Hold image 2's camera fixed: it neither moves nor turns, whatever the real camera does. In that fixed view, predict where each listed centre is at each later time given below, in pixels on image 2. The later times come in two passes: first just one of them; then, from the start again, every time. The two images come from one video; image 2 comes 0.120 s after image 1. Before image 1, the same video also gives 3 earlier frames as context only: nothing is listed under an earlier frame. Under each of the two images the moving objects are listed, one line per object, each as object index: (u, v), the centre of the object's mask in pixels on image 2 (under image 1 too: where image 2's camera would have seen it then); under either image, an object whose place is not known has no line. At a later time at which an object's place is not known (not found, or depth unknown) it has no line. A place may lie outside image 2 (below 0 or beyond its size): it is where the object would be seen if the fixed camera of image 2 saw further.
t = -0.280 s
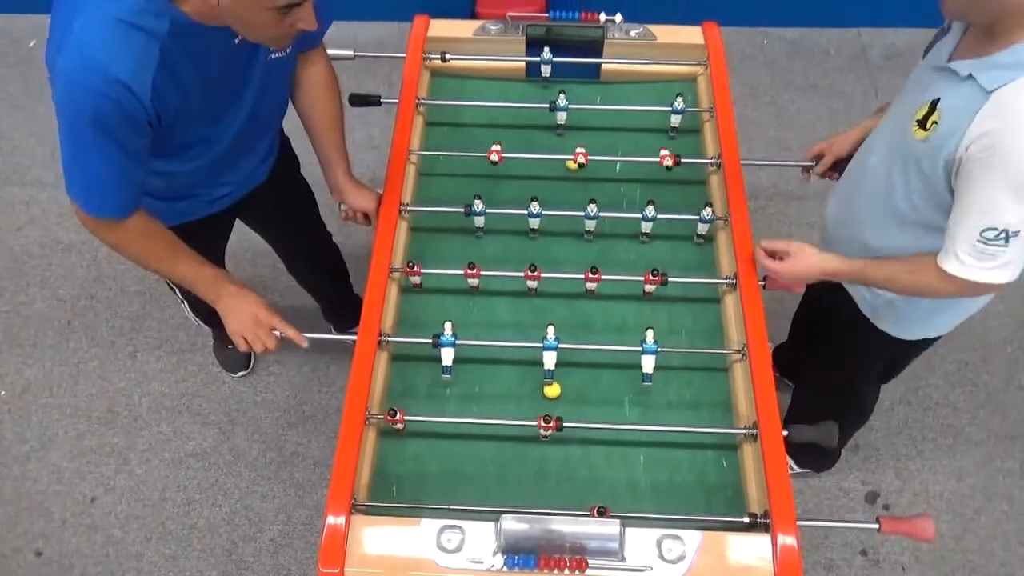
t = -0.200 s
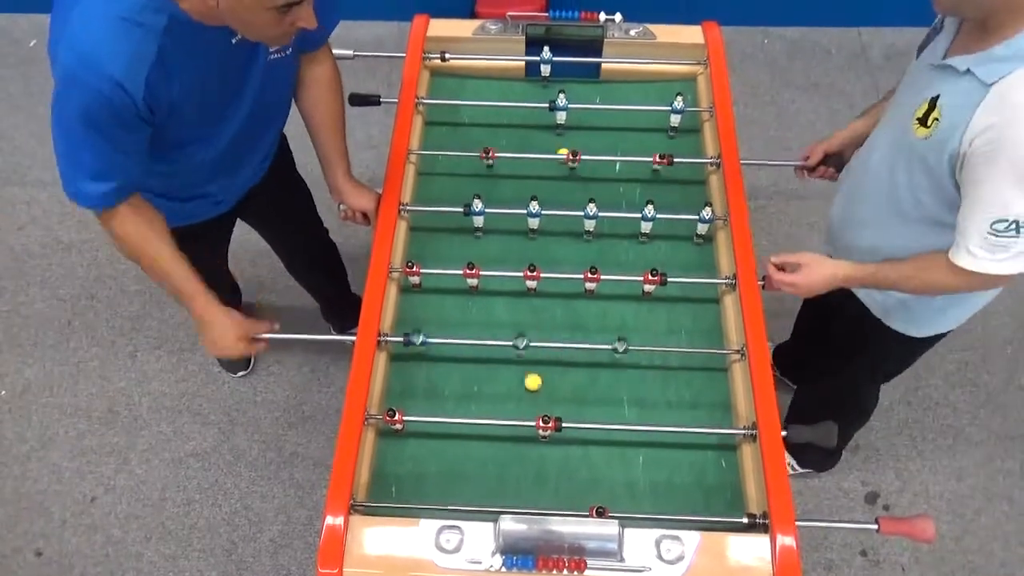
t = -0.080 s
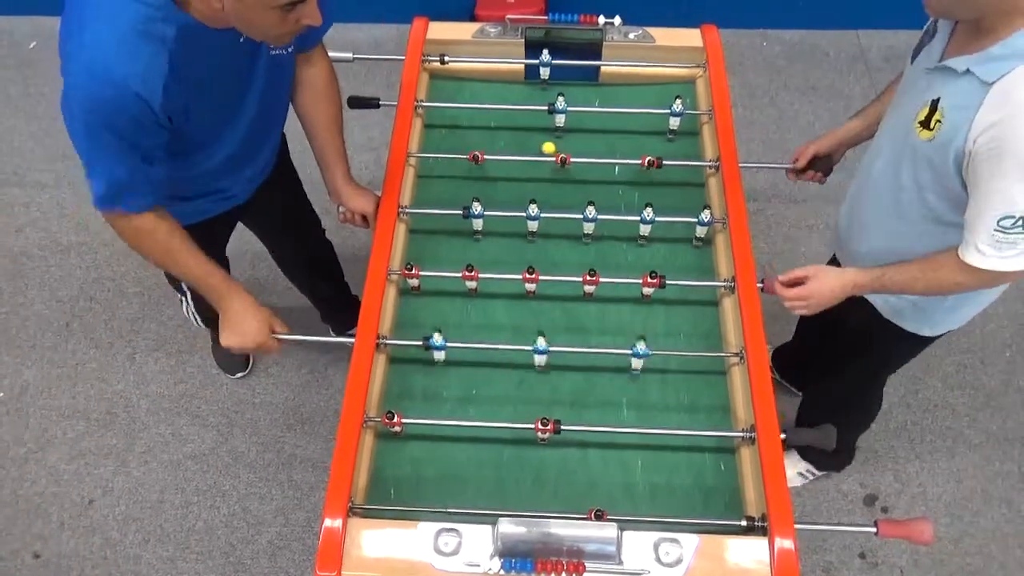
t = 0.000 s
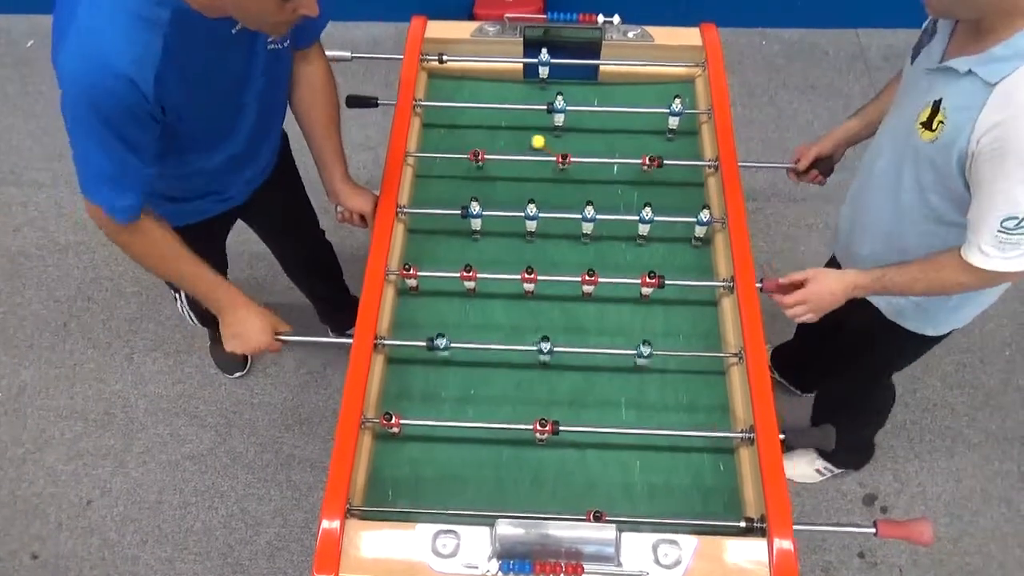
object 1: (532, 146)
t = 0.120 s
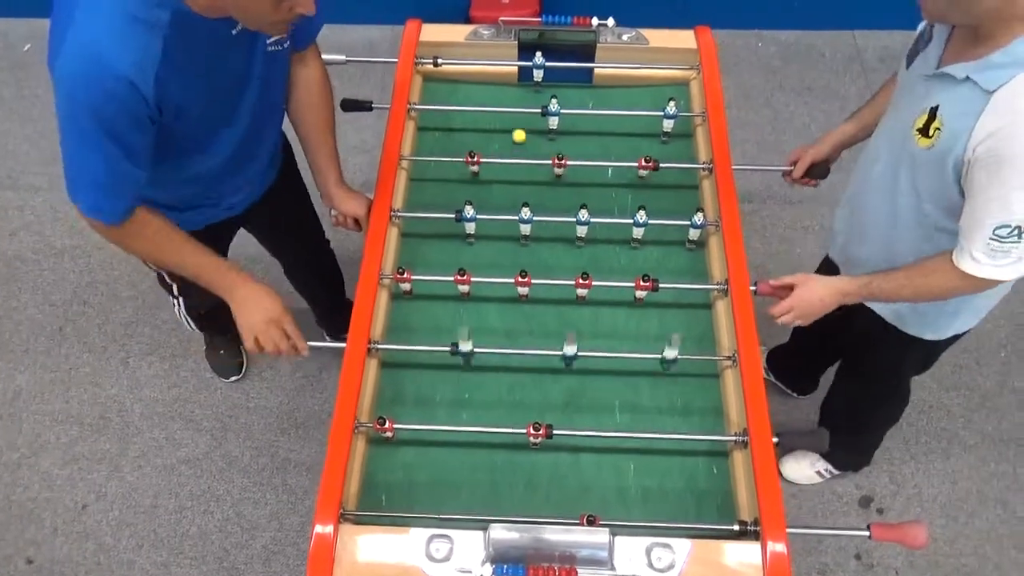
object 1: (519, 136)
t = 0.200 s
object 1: (510, 131)
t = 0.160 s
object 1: (514, 134)
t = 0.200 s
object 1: (510, 131)
